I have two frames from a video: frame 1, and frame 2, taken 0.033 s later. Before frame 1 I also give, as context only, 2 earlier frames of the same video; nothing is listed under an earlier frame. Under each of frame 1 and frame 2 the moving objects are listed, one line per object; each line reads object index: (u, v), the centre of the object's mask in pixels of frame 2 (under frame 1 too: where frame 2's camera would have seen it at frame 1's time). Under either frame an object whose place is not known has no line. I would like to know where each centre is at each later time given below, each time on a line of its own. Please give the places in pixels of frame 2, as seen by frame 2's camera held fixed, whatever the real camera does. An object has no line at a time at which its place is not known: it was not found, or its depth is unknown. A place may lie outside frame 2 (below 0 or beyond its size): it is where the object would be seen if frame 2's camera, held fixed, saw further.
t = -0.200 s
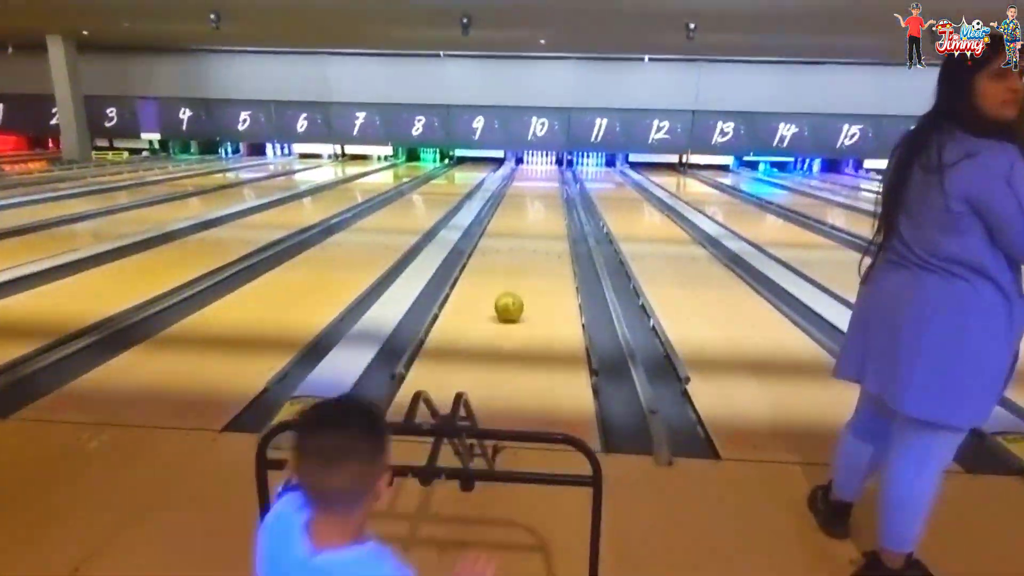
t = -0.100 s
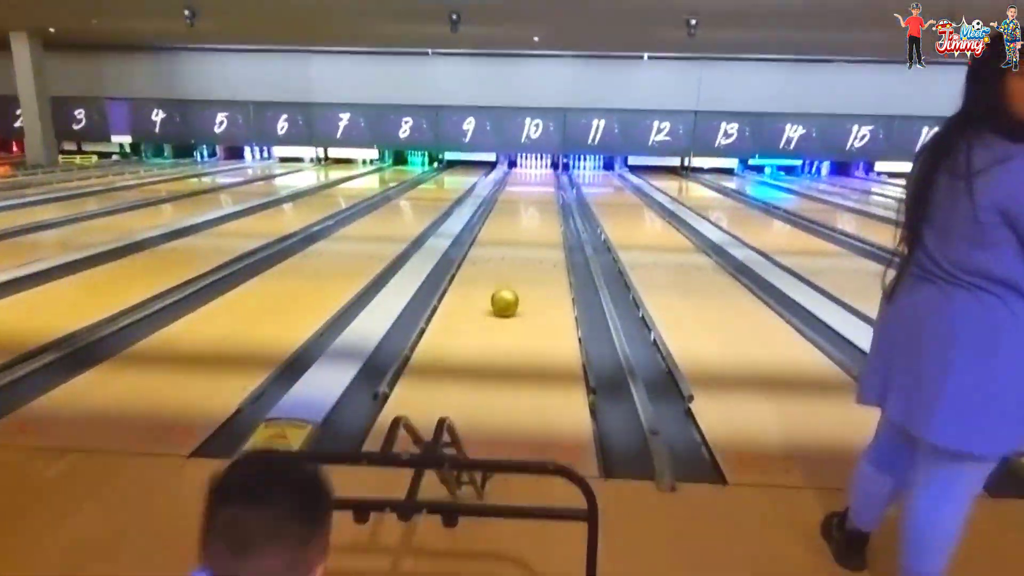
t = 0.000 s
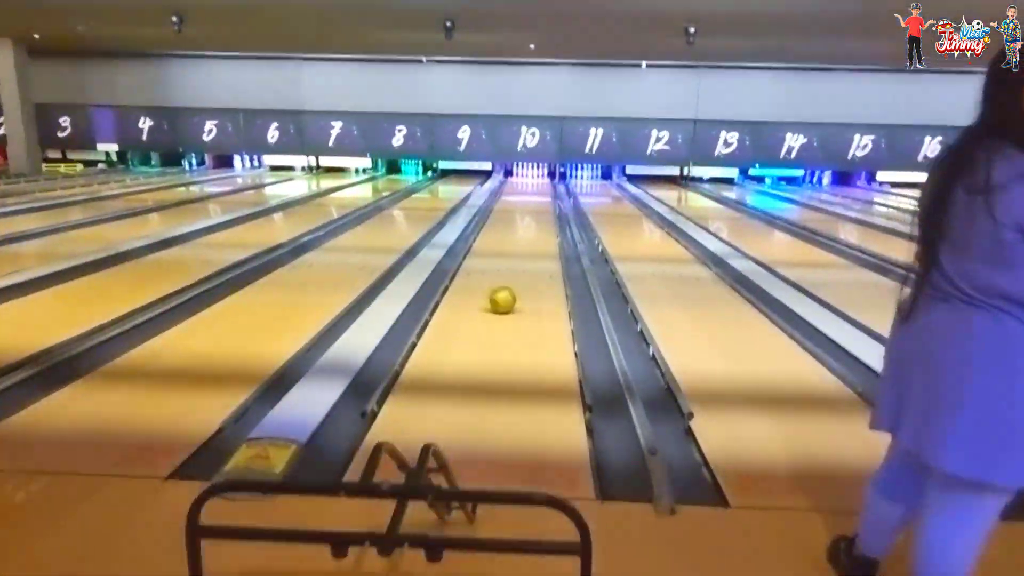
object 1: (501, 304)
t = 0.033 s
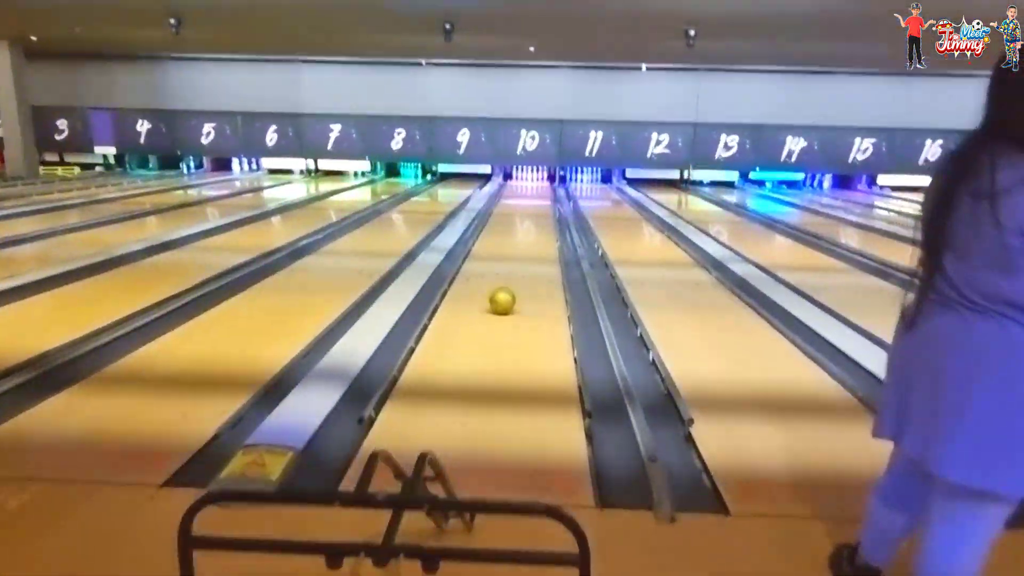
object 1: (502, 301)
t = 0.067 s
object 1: (503, 297)
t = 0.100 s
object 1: (504, 292)
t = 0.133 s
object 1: (504, 289)
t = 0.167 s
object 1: (505, 286)
